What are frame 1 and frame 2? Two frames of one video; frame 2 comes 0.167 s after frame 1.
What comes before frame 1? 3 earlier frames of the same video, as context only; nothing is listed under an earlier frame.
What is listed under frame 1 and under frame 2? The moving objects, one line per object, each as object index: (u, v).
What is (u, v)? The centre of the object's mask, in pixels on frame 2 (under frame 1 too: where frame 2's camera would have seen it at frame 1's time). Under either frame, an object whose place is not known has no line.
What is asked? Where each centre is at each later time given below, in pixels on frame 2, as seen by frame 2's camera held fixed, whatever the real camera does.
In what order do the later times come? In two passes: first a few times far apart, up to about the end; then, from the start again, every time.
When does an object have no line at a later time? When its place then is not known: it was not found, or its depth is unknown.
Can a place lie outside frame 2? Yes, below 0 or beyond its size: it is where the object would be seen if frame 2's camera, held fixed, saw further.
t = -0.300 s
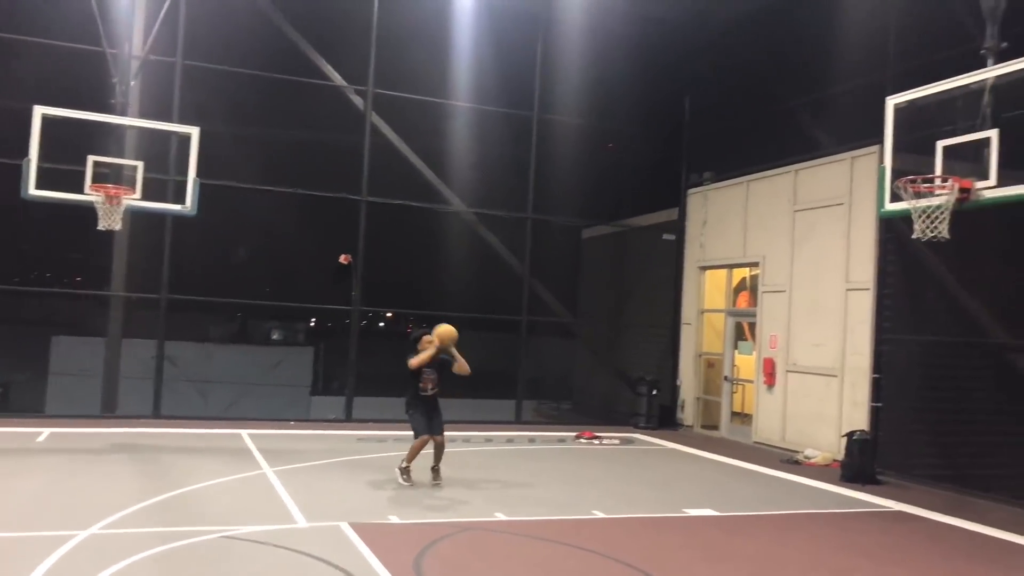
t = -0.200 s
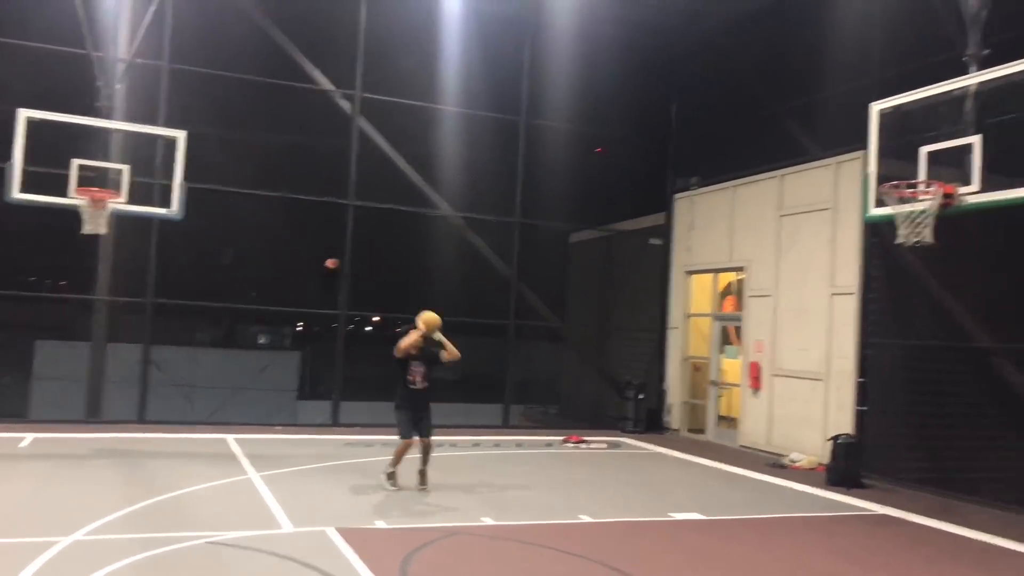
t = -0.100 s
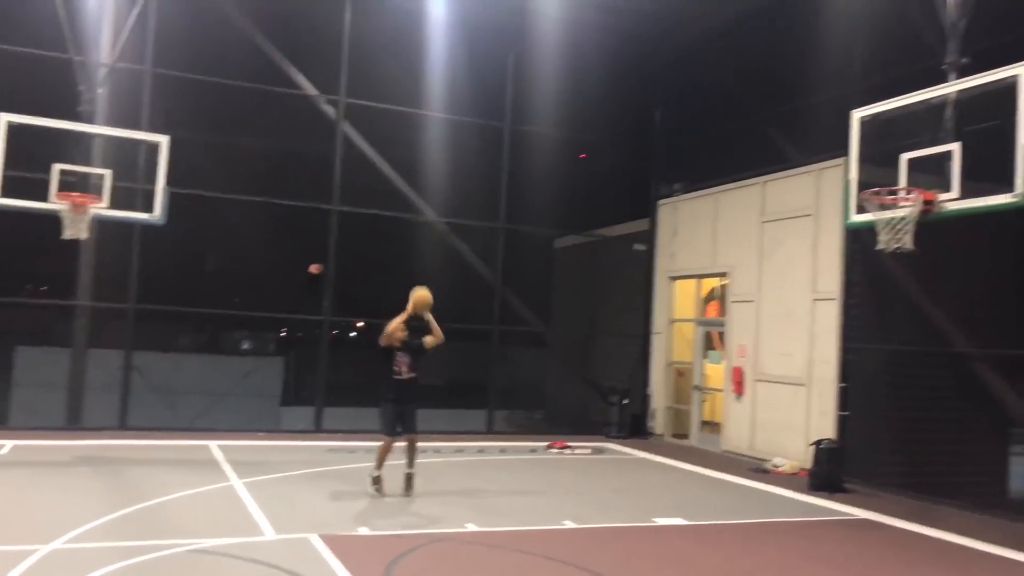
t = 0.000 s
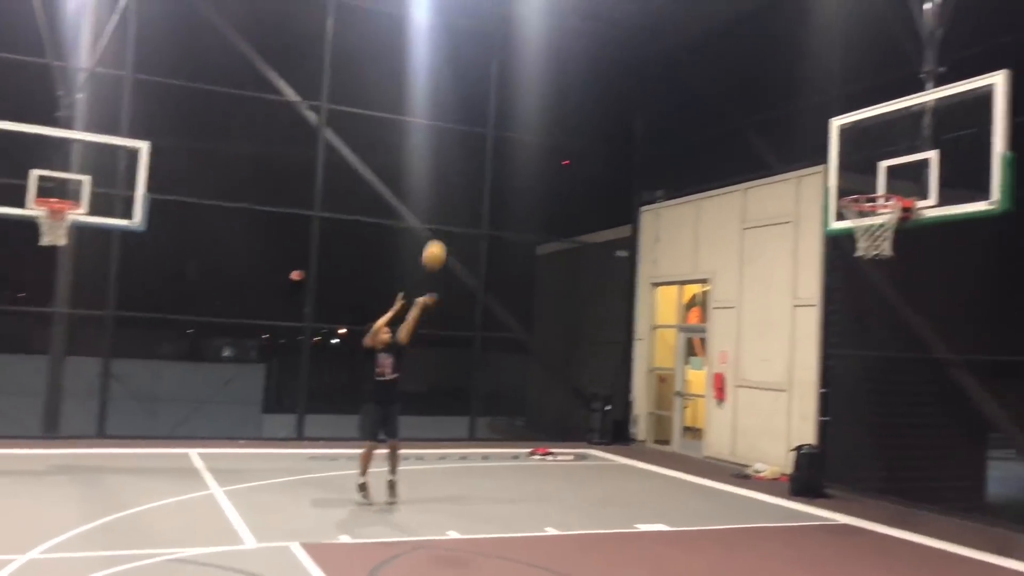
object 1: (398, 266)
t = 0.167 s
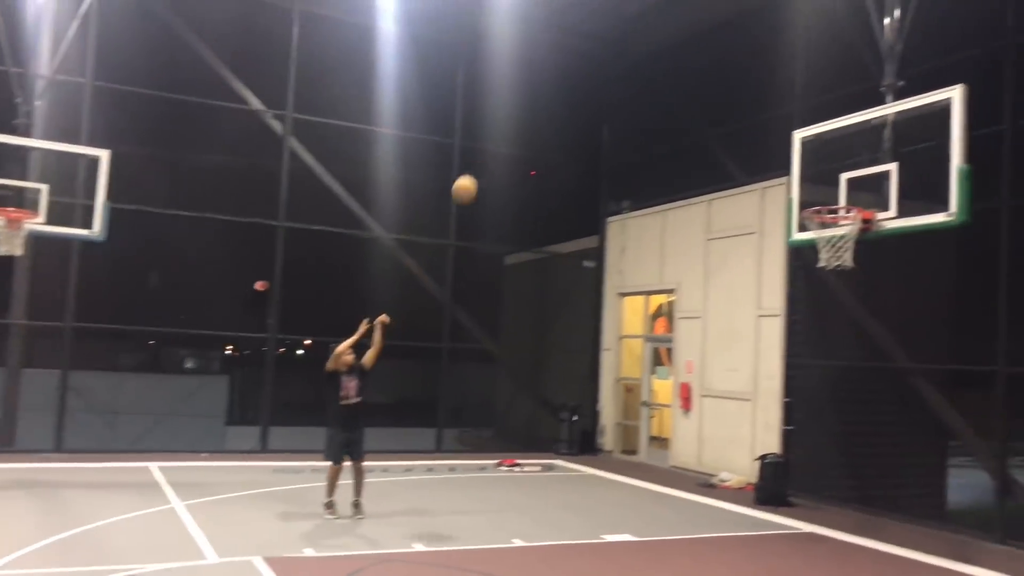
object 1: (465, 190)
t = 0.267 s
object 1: (503, 156)
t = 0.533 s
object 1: (609, 109)
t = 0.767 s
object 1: (708, 125)
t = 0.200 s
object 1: (478, 177)
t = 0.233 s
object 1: (490, 167)
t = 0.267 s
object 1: (503, 156)
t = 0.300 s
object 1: (516, 146)
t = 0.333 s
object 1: (529, 138)
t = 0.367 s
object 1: (543, 130)
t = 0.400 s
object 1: (556, 124)
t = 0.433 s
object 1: (569, 118)
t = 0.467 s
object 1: (582, 114)
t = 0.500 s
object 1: (596, 111)
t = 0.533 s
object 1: (609, 109)
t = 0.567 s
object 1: (623, 108)
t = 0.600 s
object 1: (637, 108)
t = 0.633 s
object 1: (650, 109)
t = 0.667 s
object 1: (664, 111)
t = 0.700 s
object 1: (679, 115)
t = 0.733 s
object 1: (694, 119)
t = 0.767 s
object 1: (708, 125)
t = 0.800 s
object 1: (724, 132)
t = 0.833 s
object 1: (738, 141)
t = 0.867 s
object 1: (755, 151)
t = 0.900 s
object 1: (768, 161)
